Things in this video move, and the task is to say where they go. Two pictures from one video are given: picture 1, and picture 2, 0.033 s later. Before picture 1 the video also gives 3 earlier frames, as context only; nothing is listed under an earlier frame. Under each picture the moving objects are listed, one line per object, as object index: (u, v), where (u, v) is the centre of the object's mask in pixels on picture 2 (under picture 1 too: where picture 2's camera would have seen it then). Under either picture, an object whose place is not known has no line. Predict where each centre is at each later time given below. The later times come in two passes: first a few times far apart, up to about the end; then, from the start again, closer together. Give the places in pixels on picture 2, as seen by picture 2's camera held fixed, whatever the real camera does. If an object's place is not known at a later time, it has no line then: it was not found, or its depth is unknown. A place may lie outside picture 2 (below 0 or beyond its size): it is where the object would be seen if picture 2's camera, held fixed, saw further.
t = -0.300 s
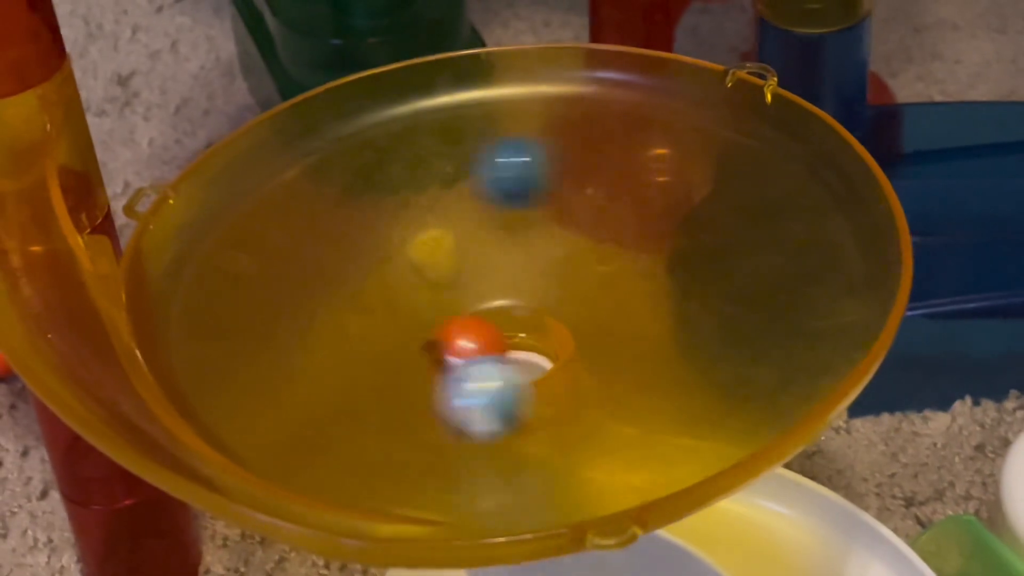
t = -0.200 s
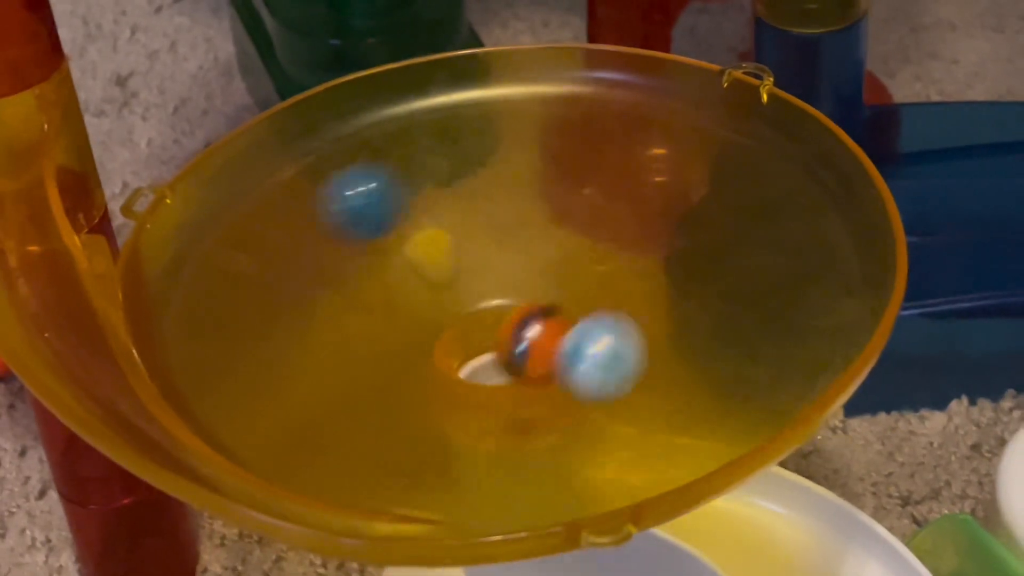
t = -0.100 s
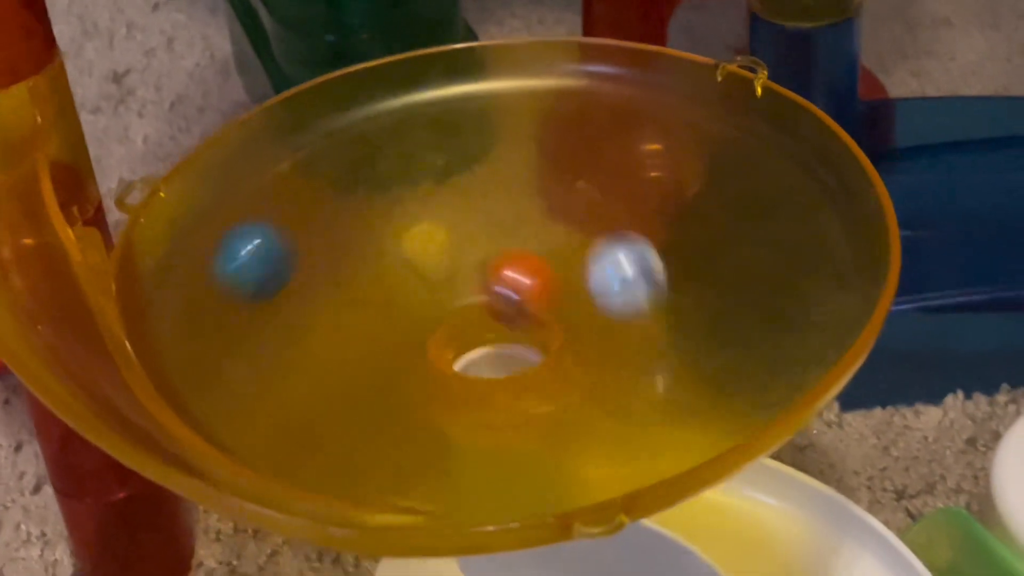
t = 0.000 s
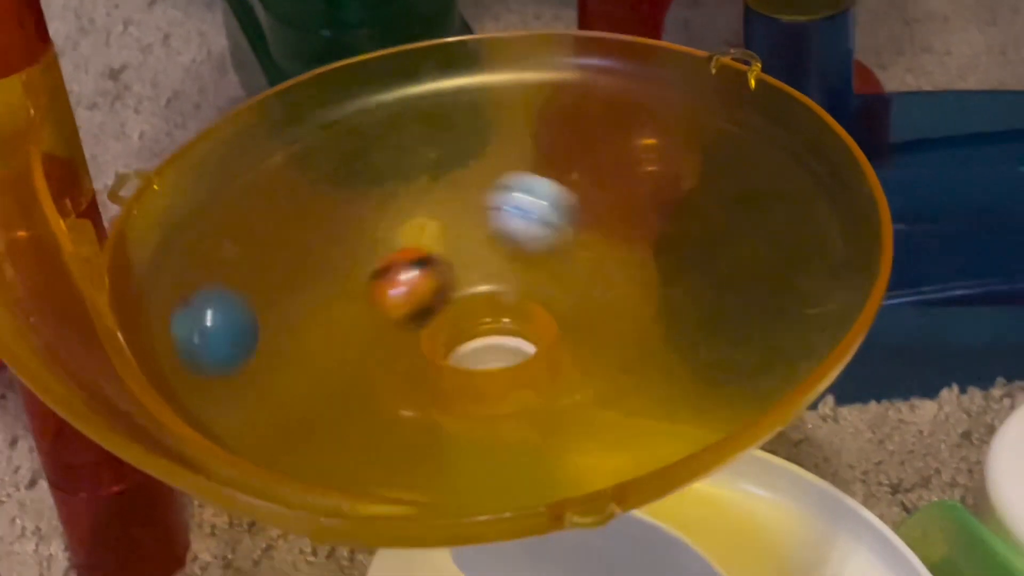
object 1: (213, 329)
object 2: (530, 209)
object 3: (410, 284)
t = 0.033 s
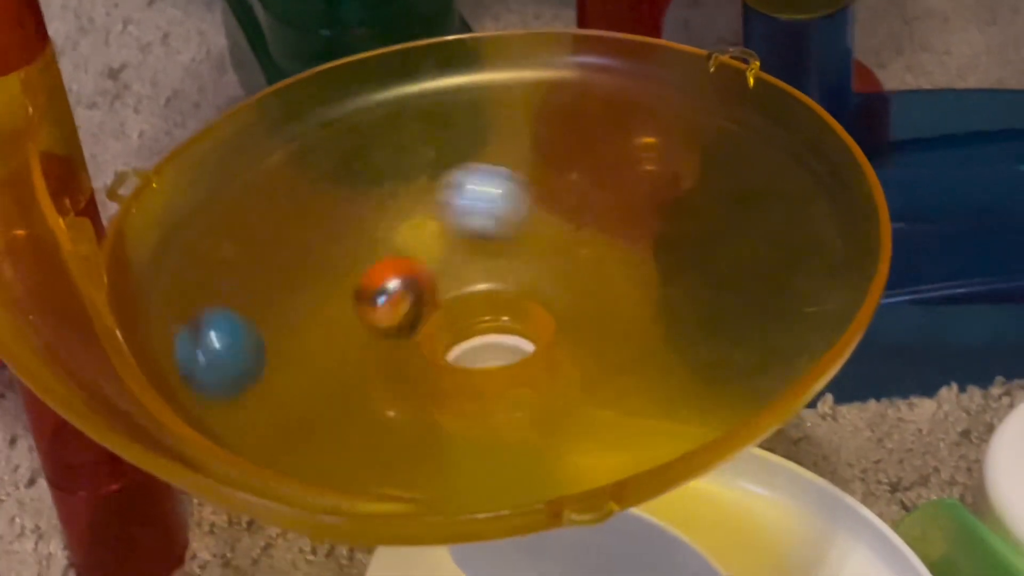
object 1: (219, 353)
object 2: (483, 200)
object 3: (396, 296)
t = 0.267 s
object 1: (445, 421)
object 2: (284, 295)
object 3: (509, 278)
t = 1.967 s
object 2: (548, 236)
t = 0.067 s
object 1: (233, 374)
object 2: (435, 199)
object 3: (396, 307)
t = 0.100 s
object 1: (255, 394)
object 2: (391, 204)
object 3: (408, 318)
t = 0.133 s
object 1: (286, 410)
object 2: (351, 215)
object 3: (435, 325)
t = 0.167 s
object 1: (319, 421)
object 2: (321, 231)
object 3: (468, 326)
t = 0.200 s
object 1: (358, 427)
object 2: (298, 250)
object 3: (505, 320)
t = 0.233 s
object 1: (402, 426)
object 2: (286, 272)
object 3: (521, 301)
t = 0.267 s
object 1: (445, 421)
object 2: (284, 295)
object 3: (509, 278)
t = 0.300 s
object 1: (490, 409)
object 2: (294, 316)
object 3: (474, 265)
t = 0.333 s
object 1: (531, 392)
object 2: (314, 335)
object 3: (447, 267)
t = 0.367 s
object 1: (568, 371)
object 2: (342, 352)
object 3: (428, 280)
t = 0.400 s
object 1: (596, 344)
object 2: (383, 365)
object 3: (422, 294)
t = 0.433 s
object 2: (425, 368)
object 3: (430, 303)
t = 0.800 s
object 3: (515, 306)
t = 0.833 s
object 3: (486, 297)
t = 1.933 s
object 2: (563, 266)
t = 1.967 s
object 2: (548, 236)
